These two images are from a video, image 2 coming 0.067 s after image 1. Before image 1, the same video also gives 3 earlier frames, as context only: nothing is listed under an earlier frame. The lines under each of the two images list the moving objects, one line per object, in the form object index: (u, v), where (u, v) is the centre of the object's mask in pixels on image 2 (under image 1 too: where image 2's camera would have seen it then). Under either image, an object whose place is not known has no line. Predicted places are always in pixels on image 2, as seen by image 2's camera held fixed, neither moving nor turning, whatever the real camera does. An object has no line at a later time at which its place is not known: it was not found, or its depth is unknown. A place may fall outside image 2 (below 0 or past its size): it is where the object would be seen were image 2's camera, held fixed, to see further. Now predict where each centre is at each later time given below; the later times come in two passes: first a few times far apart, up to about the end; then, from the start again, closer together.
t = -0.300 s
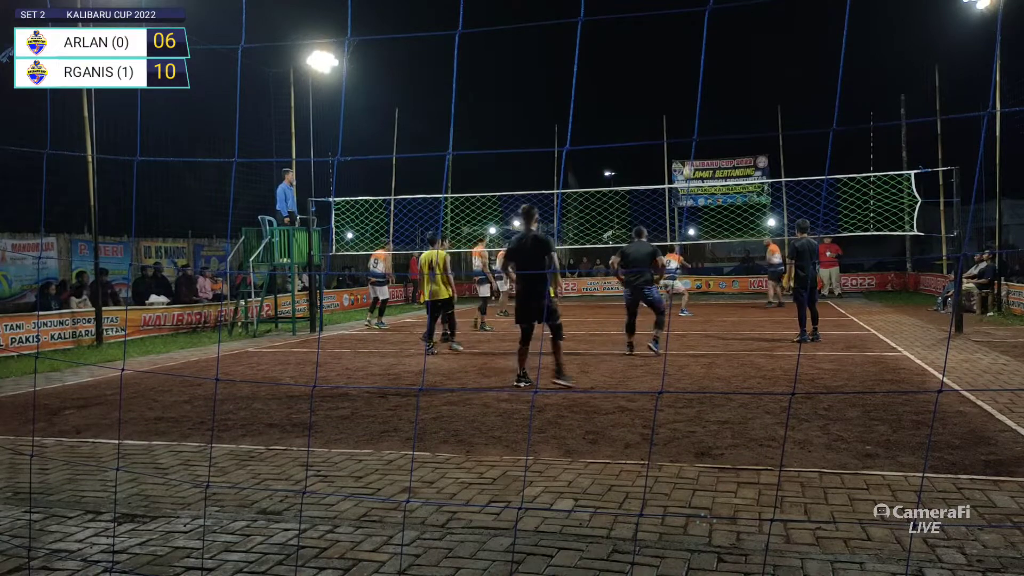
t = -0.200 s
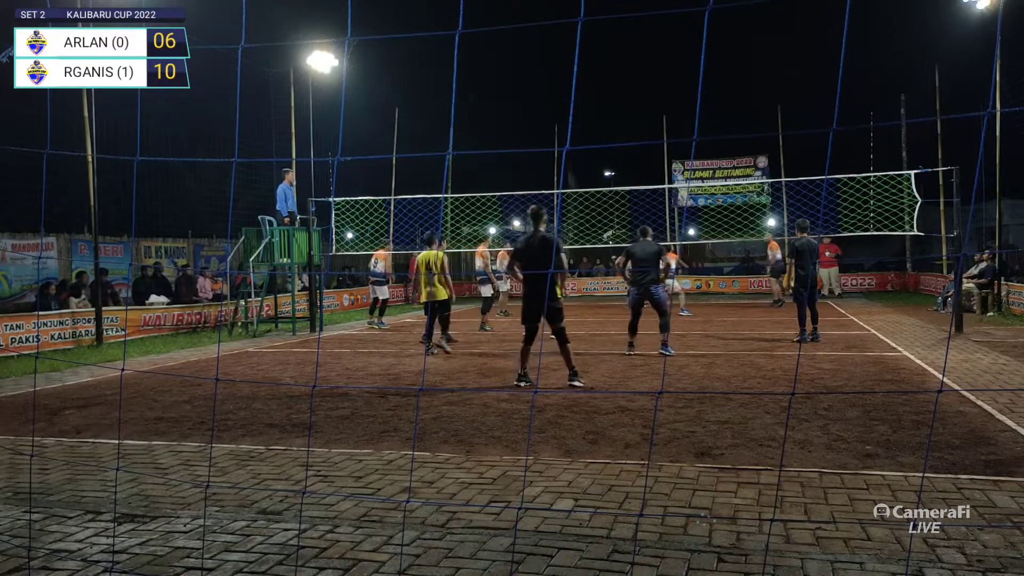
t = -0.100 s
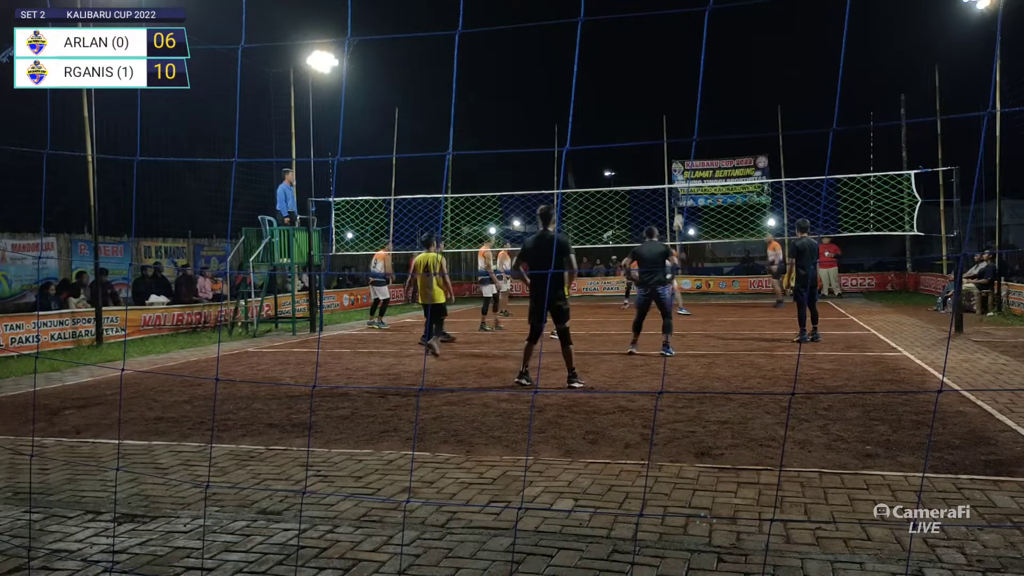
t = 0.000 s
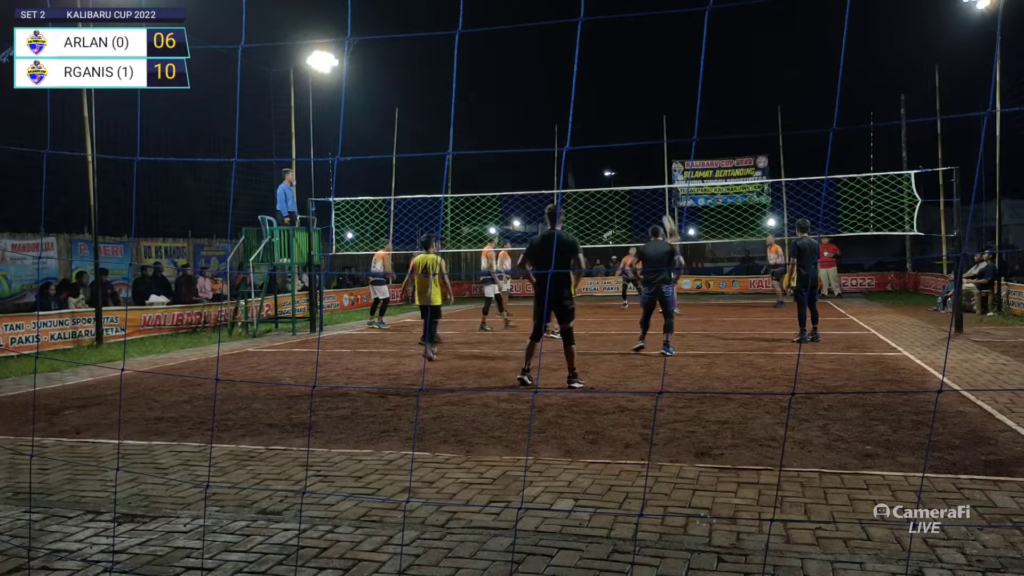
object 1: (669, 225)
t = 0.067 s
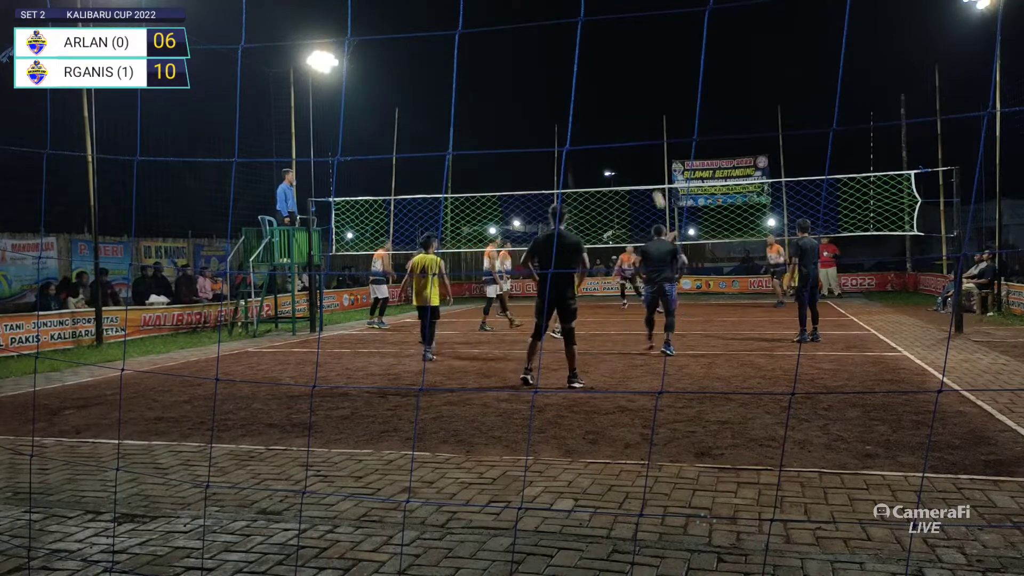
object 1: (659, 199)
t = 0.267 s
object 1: (628, 138)
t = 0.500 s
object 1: (593, 91)
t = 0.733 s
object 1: (559, 69)
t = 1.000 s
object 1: (522, 74)
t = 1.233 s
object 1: (490, 105)
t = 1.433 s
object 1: (465, 151)
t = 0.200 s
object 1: (638, 157)
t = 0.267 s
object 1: (628, 138)
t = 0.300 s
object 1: (623, 130)
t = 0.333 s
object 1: (618, 122)
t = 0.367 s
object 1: (613, 115)
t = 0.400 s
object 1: (608, 108)
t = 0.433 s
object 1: (603, 102)
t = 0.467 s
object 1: (598, 96)
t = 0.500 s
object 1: (593, 91)
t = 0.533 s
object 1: (588, 86)
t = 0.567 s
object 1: (583, 82)
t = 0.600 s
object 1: (579, 79)
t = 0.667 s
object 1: (569, 72)
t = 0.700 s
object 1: (564, 70)
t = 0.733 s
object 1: (559, 69)
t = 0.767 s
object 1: (554, 67)
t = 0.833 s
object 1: (545, 67)
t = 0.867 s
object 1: (540, 67)
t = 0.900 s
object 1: (535, 68)
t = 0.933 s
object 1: (531, 70)
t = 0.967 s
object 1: (526, 71)
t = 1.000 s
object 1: (522, 74)
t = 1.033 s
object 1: (517, 77)
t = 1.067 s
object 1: (512, 80)
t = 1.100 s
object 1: (508, 84)
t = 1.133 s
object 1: (503, 89)
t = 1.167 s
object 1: (499, 93)
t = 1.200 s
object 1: (495, 99)
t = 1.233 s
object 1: (490, 105)
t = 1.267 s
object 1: (486, 111)
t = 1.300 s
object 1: (482, 118)
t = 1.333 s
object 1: (477, 125)
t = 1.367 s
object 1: (473, 133)
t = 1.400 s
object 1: (469, 142)
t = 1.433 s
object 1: (465, 151)
